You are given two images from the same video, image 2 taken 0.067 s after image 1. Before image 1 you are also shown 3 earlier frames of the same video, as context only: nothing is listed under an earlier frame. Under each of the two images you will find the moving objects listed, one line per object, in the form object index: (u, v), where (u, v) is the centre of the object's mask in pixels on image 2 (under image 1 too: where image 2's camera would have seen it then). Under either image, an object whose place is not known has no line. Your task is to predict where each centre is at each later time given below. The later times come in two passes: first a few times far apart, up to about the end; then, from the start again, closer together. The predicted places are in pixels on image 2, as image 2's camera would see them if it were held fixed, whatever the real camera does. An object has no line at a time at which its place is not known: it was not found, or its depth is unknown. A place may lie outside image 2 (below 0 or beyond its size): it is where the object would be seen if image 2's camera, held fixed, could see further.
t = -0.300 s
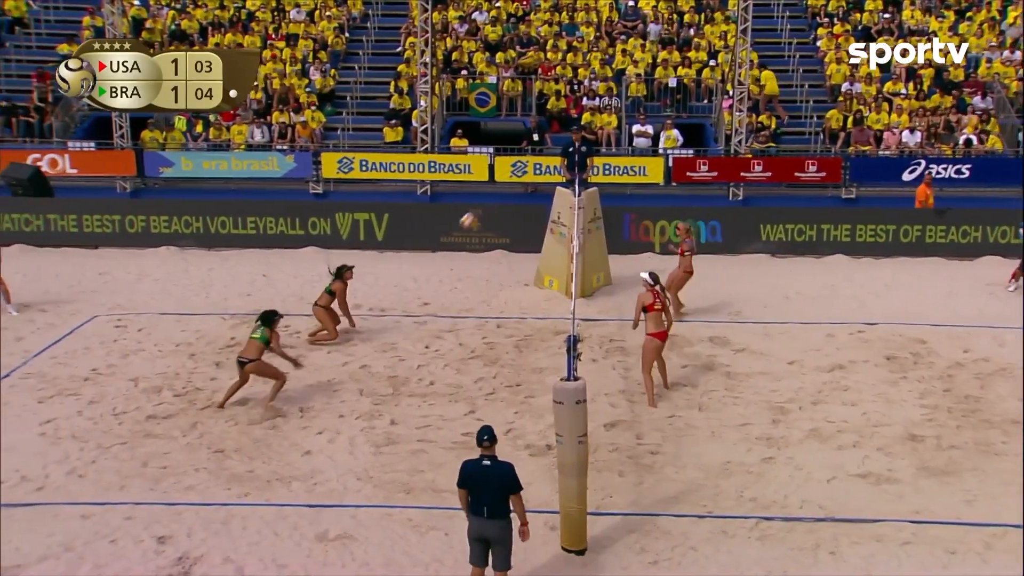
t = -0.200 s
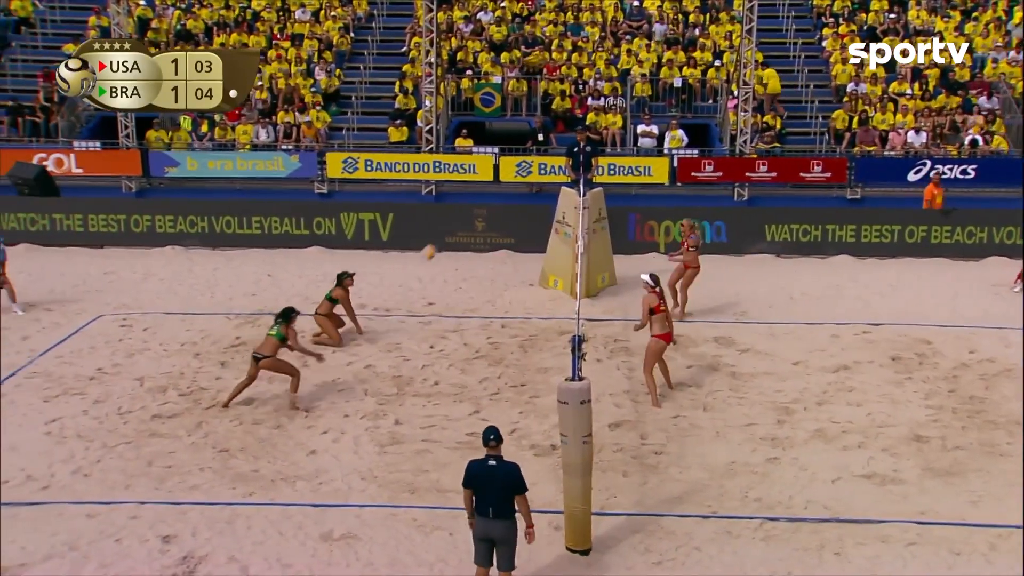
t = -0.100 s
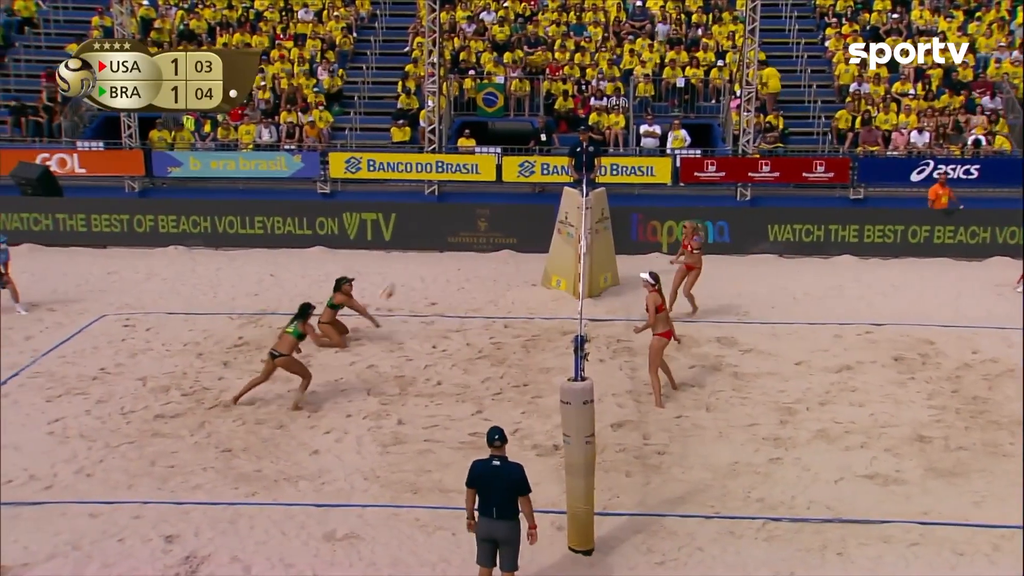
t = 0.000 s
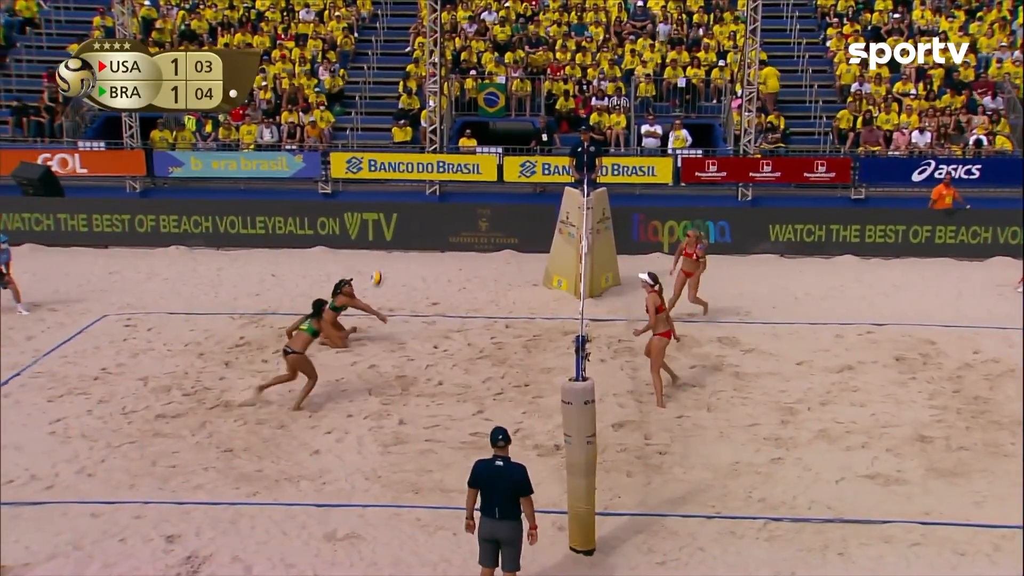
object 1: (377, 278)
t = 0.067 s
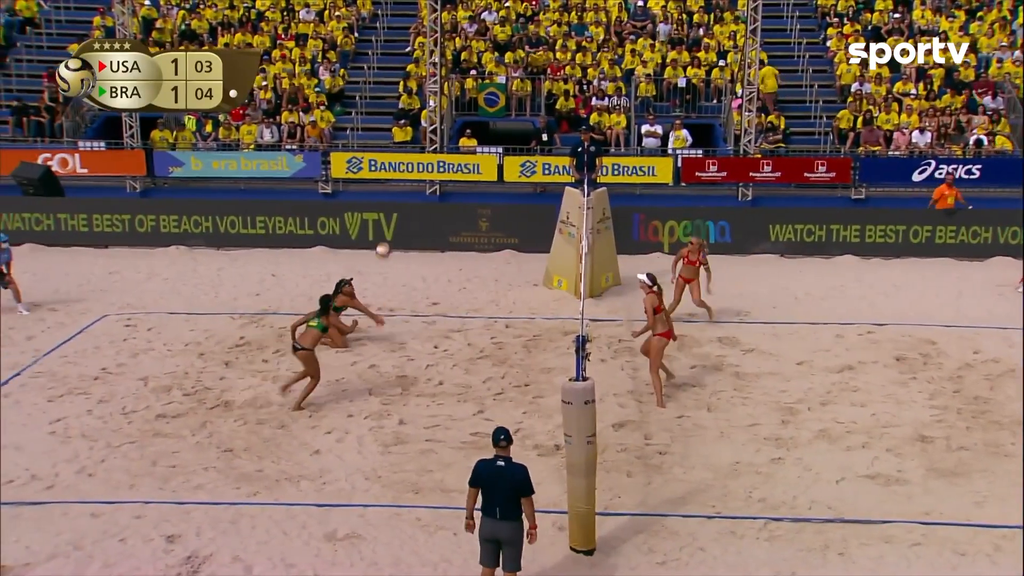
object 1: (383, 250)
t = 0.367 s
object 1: (404, 163)
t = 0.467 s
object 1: (413, 143)
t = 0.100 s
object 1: (384, 238)
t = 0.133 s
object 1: (387, 226)
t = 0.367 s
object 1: (404, 163)
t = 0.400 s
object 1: (407, 155)
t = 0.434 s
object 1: (410, 148)
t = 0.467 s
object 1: (413, 143)
